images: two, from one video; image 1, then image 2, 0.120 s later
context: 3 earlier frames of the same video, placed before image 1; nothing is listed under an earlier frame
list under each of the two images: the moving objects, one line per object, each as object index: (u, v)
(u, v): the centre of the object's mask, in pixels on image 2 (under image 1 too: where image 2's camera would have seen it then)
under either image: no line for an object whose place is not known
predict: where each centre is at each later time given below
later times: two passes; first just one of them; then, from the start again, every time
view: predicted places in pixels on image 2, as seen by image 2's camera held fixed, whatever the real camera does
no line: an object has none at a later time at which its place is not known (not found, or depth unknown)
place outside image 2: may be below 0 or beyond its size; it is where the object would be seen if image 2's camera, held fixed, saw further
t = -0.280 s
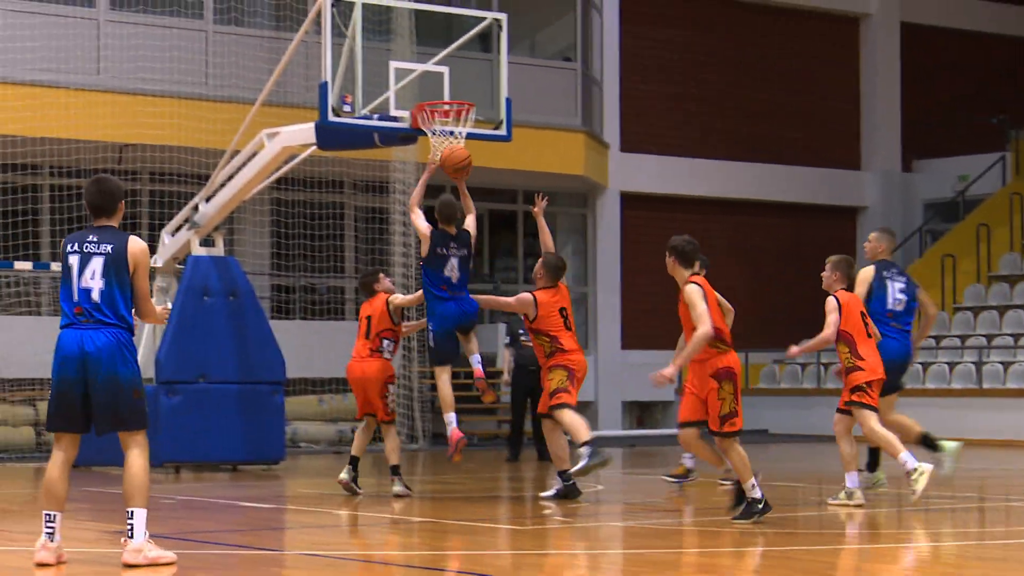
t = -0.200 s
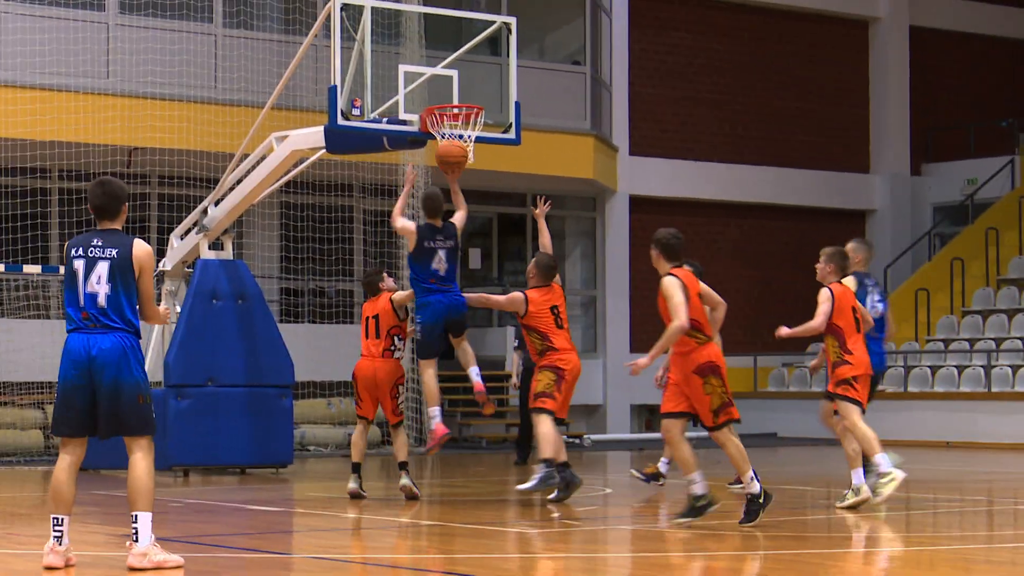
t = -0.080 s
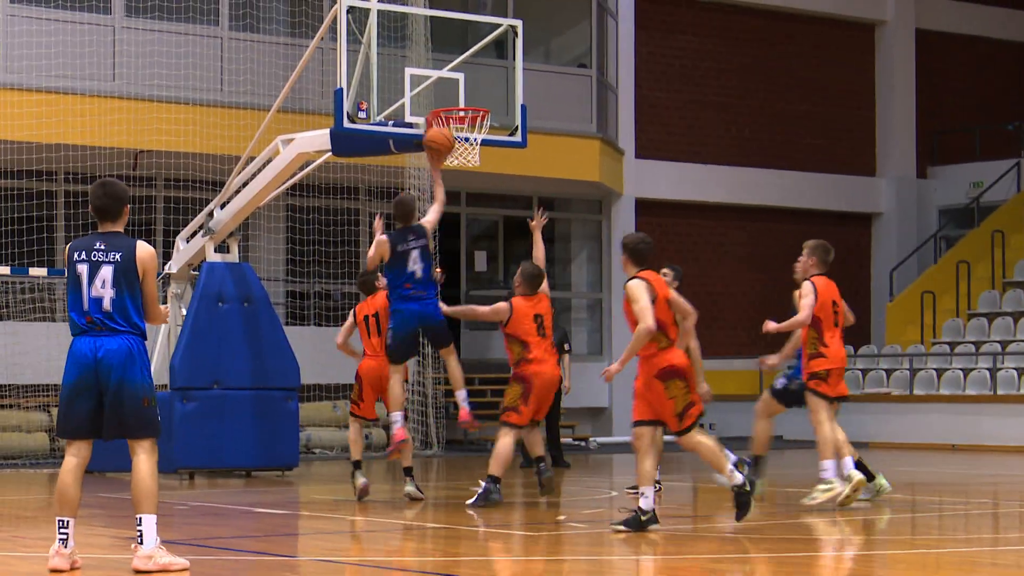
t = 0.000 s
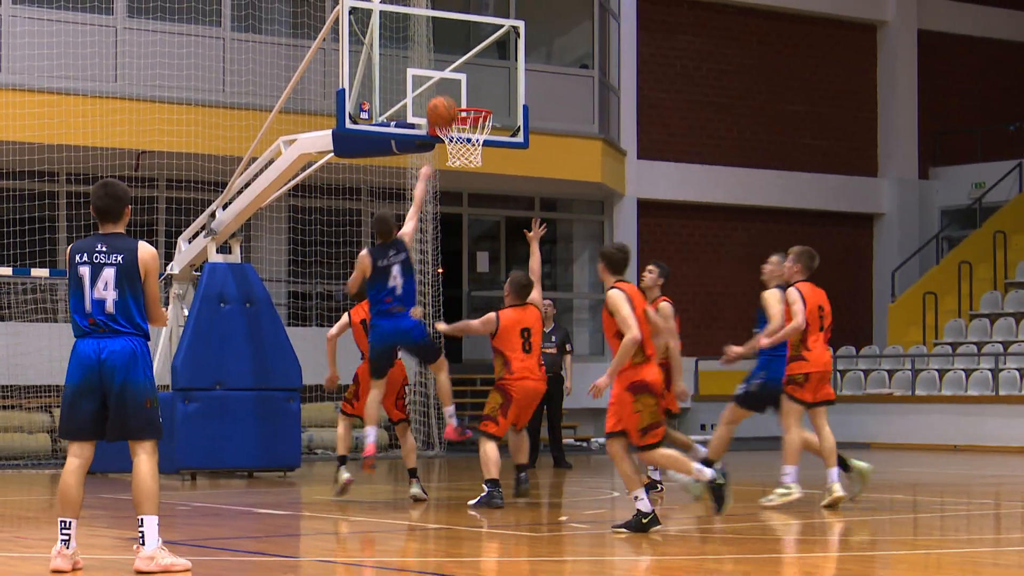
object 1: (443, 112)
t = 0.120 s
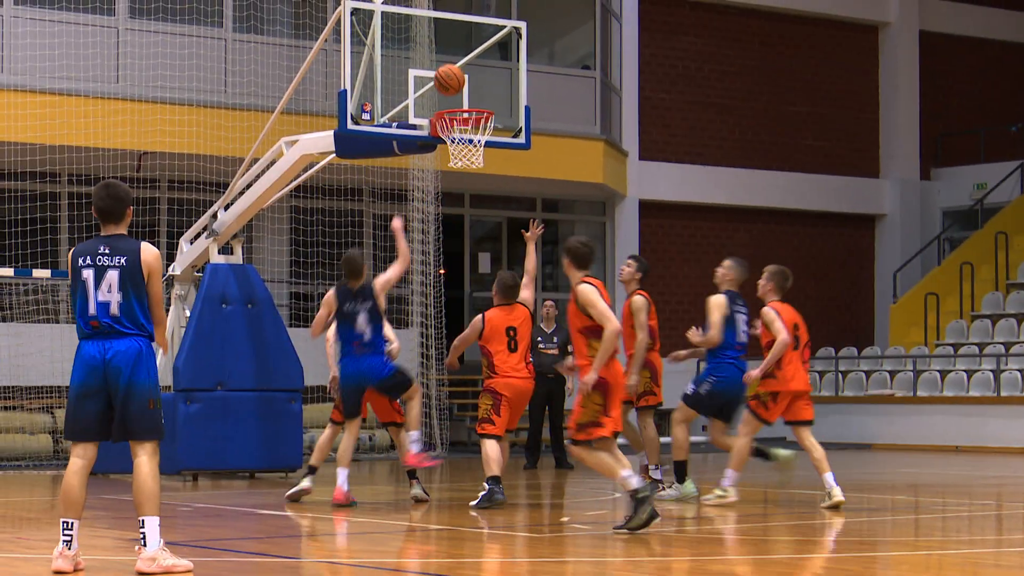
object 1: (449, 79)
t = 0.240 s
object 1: (455, 64)
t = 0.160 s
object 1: (451, 72)
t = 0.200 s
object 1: (453, 68)
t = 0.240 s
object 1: (455, 64)
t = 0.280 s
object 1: (456, 64)
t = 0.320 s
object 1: (458, 66)
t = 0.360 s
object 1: (460, 69)
